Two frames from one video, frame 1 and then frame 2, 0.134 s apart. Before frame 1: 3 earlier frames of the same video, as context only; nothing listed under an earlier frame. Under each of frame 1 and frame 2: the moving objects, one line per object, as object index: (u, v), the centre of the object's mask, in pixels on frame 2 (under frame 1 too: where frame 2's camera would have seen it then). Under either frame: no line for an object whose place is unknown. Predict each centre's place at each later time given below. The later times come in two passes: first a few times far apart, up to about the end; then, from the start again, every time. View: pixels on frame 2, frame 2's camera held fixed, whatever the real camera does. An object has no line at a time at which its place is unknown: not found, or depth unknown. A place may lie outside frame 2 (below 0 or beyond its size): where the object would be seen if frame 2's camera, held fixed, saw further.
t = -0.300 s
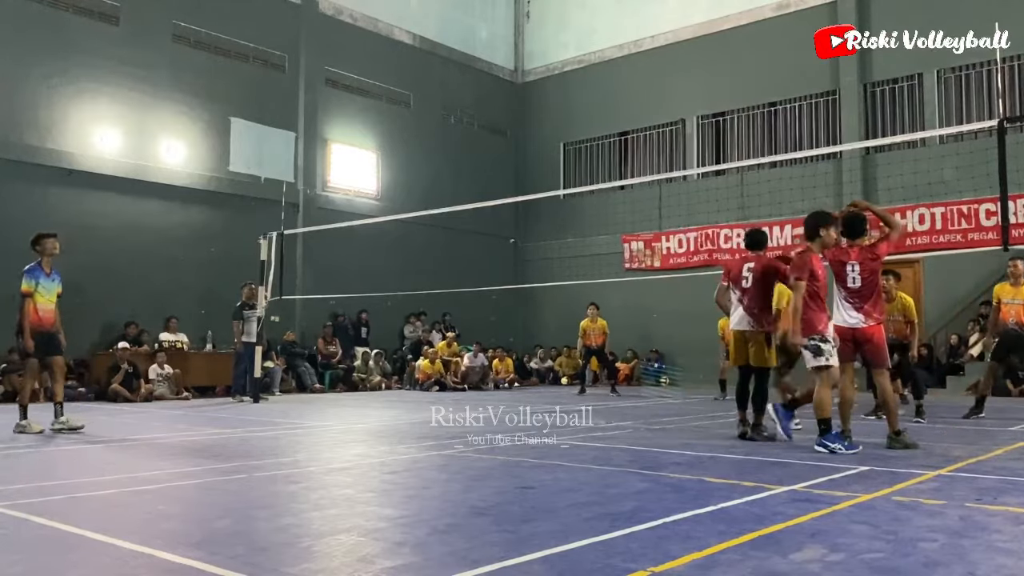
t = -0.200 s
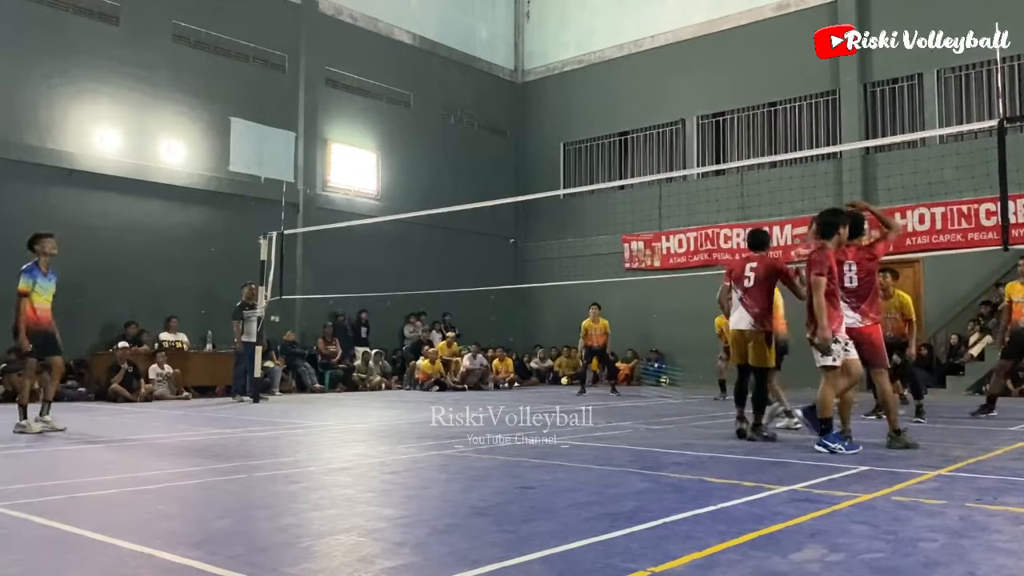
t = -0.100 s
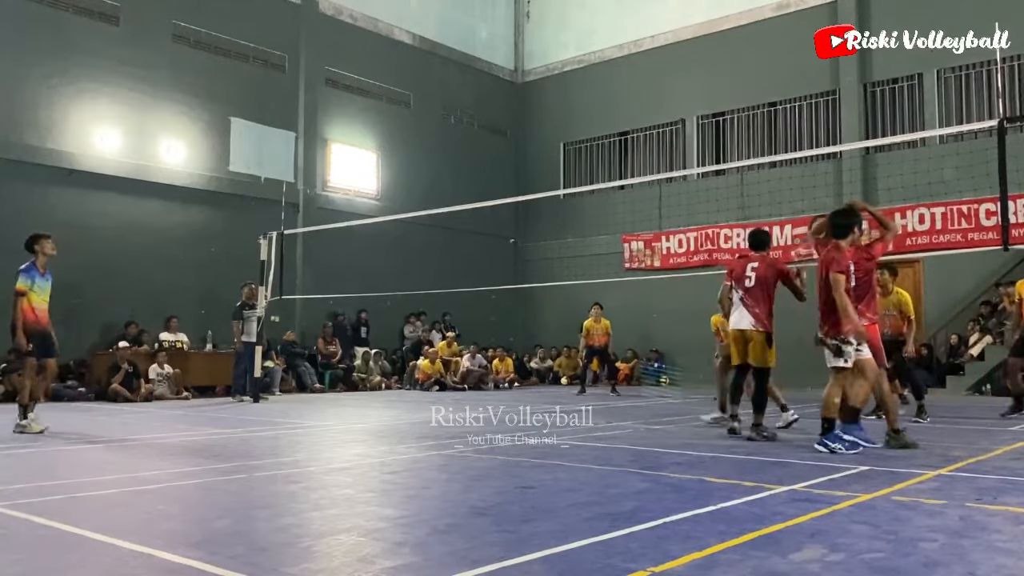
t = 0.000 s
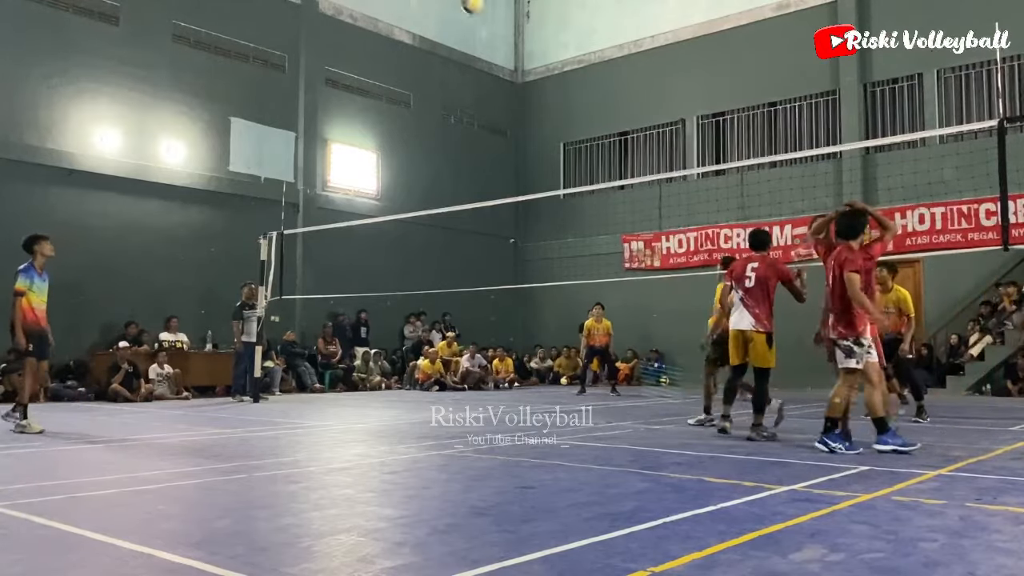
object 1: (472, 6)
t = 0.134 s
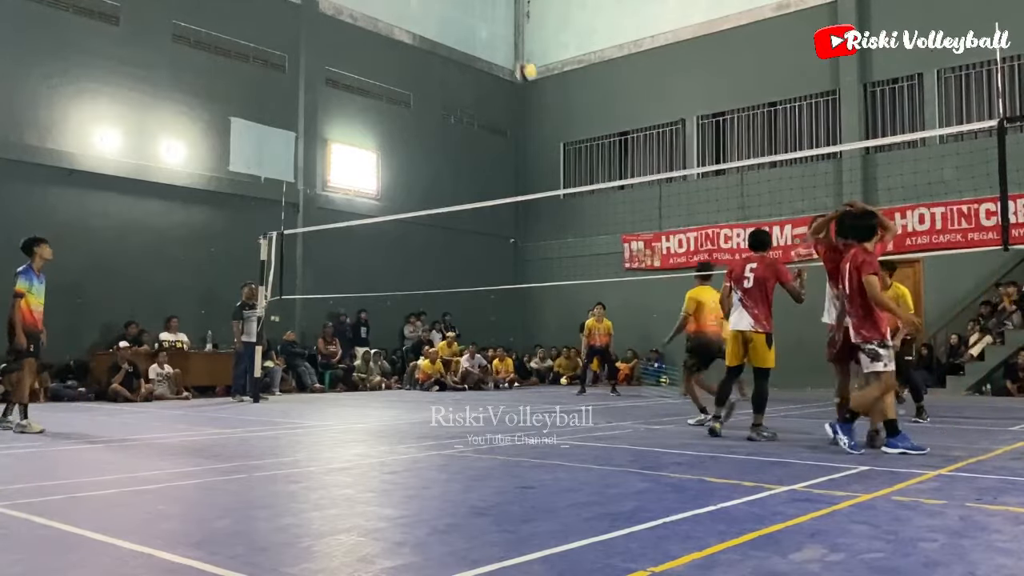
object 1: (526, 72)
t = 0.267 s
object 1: (562, 132)
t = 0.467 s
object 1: (600, 222)
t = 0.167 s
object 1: (536, 87)
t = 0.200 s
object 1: (545, 102)
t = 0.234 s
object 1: (554, 117)
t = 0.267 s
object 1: (562, 132)
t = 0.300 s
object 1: (569, 148)
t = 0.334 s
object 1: (576, 162)
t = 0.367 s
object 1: (583, 178)
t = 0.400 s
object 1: (590, 195)
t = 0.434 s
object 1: (595, 207)
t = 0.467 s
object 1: (600, 222)
